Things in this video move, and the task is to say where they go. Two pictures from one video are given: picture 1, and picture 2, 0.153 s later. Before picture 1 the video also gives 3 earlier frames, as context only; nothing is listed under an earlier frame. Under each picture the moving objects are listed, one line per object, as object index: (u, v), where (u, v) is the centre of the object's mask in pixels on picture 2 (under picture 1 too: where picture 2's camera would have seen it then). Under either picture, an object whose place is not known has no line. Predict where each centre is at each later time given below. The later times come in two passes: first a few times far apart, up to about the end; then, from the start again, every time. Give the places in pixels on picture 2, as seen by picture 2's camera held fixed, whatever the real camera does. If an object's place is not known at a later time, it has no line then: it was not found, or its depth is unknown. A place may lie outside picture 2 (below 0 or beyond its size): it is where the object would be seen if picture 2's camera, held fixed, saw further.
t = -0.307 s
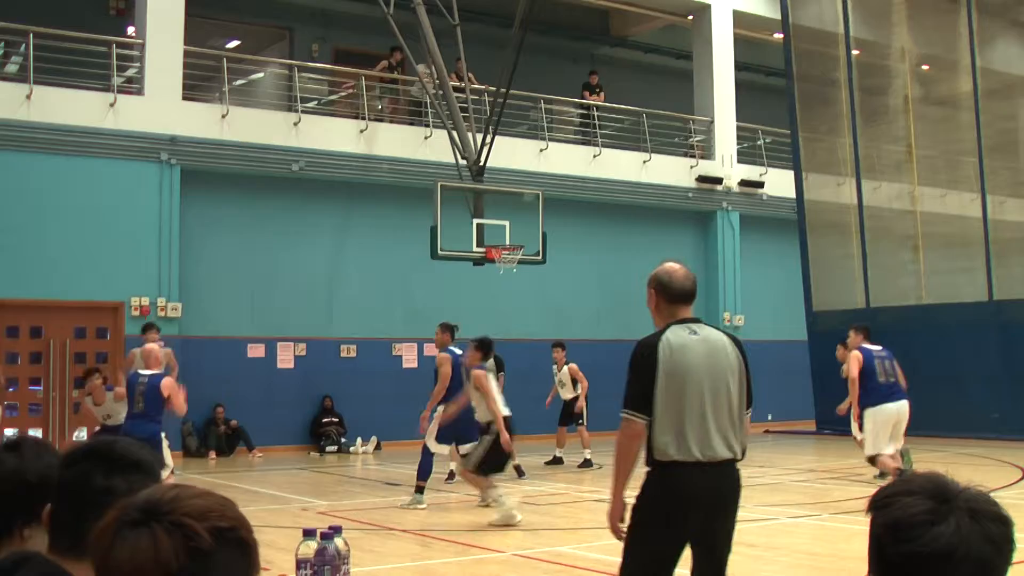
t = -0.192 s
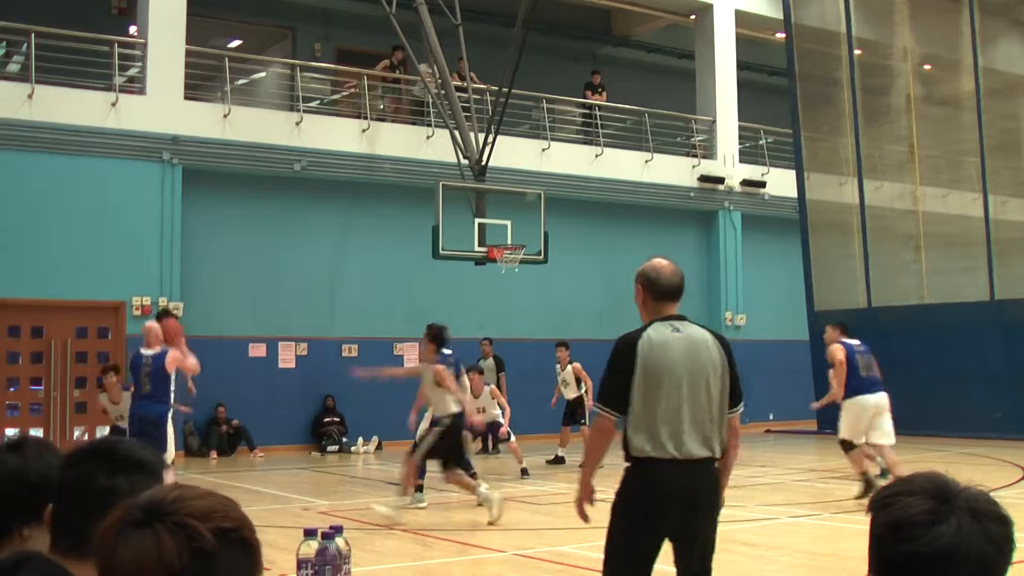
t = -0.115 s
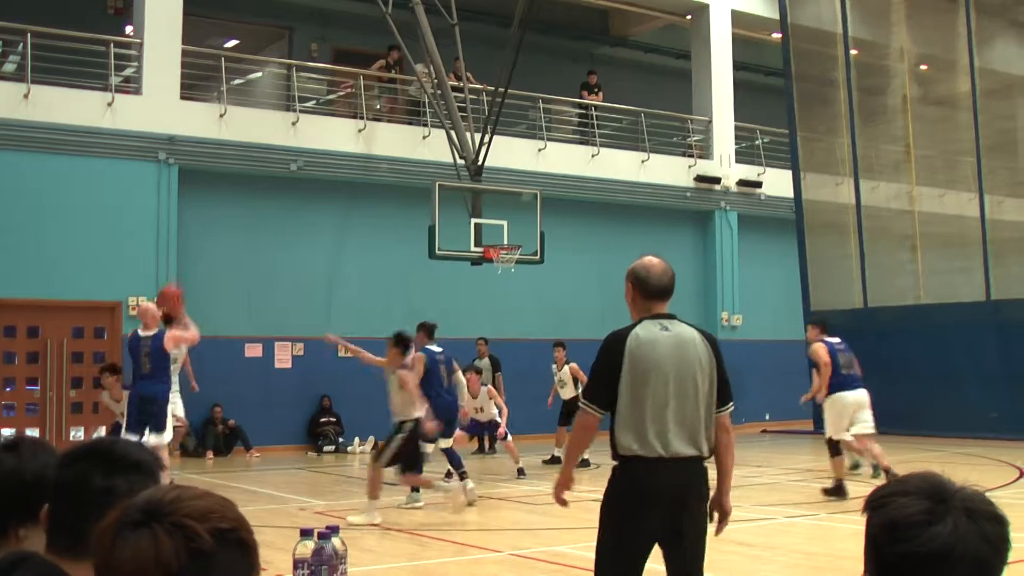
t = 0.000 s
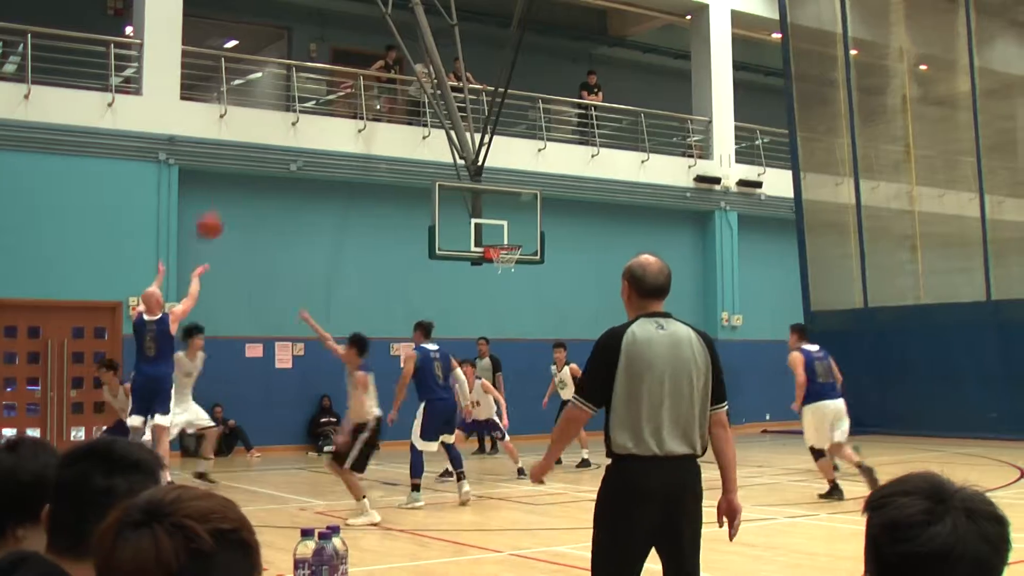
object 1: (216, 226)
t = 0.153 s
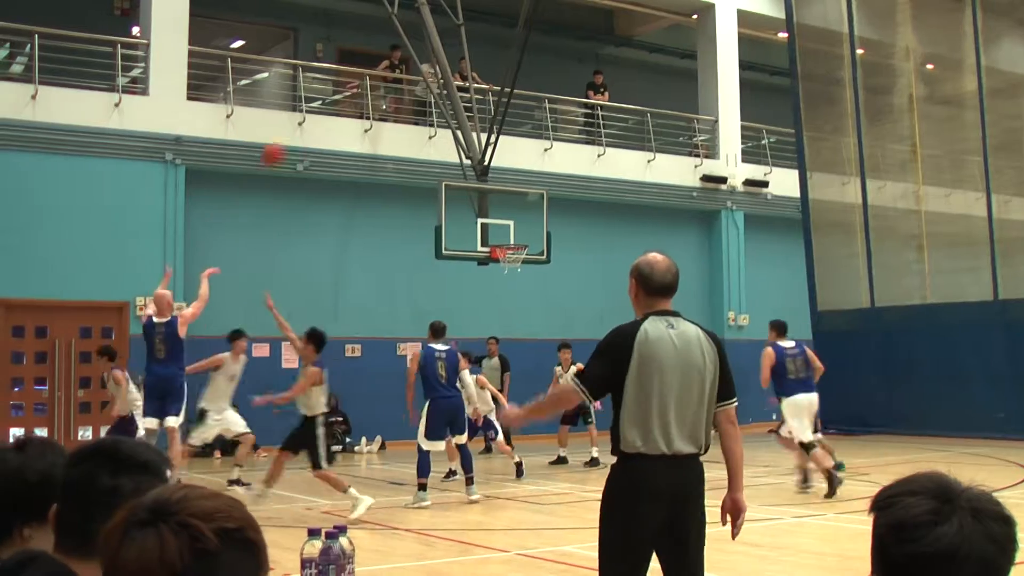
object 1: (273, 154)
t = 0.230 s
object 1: (298, 130)
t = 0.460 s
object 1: (366, 94)
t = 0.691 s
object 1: (423, 112)
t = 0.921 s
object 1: (473, 168)
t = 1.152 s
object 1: (513, 252)
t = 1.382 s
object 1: (537, 297)
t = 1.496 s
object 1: (547, 332)
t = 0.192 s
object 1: (285, 140)
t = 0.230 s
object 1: (298, 130)
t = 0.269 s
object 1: (310, 121)
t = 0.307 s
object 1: (323, 112)
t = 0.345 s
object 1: (334, 106)
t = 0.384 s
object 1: (344, 102)
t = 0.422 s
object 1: (356, 97)
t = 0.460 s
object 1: (366, 94)
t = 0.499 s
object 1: (376, 95)
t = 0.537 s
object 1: (387, 96)
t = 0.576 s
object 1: (397, 101)
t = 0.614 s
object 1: (406, 103)
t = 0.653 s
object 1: (415, 107)
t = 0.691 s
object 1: (423, 112)
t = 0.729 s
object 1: (432, 119)
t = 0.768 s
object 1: (441, 127)
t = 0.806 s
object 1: (450, 135)
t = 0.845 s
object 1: (456, 145)
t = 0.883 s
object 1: (464, 156)
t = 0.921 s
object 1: (473, 168)
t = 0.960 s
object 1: (479, 179)
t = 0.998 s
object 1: (486, 193)
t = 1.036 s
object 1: (494, 206)
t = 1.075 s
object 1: (500, 220)
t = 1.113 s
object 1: (506, 237)
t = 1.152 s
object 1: (513, 252)
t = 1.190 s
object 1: (519, 262)
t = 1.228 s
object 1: (522, 267)
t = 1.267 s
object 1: (526, 273)
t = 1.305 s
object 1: (530, 280)
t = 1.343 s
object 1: (533, 289)
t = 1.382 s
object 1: (537, 297)
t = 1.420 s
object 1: (540, 308)
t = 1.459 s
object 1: (544, 318)
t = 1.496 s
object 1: (547, 332)
